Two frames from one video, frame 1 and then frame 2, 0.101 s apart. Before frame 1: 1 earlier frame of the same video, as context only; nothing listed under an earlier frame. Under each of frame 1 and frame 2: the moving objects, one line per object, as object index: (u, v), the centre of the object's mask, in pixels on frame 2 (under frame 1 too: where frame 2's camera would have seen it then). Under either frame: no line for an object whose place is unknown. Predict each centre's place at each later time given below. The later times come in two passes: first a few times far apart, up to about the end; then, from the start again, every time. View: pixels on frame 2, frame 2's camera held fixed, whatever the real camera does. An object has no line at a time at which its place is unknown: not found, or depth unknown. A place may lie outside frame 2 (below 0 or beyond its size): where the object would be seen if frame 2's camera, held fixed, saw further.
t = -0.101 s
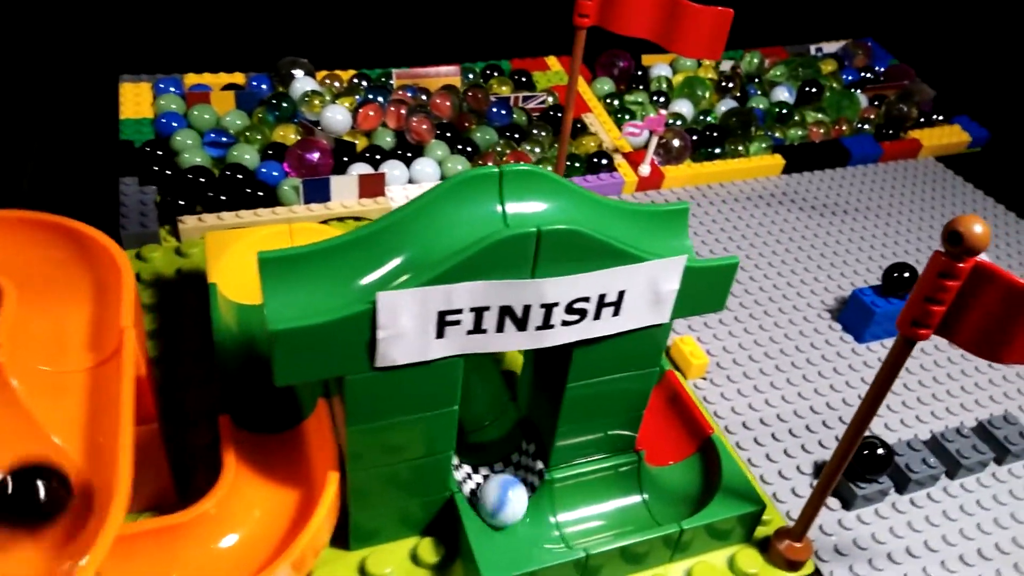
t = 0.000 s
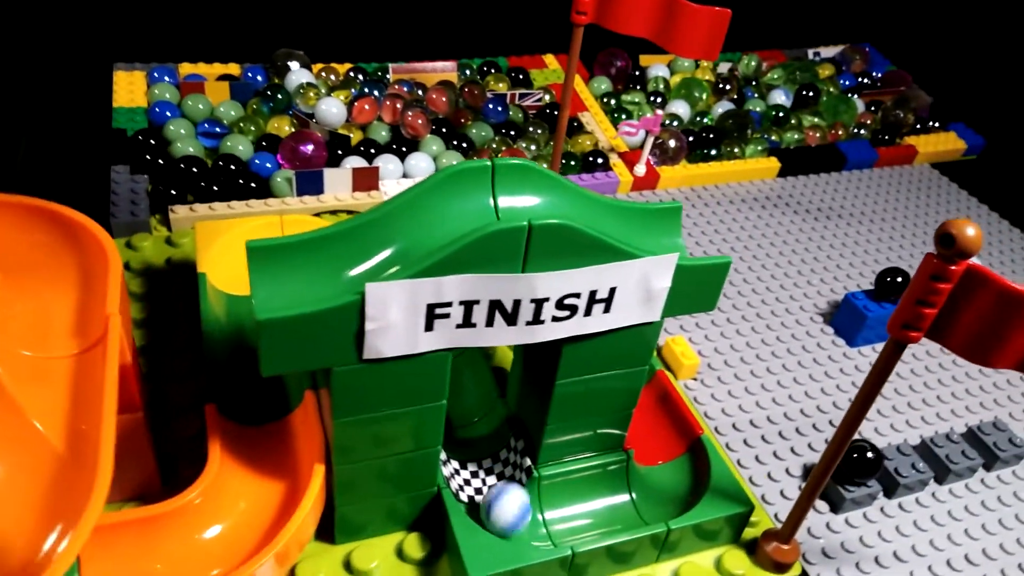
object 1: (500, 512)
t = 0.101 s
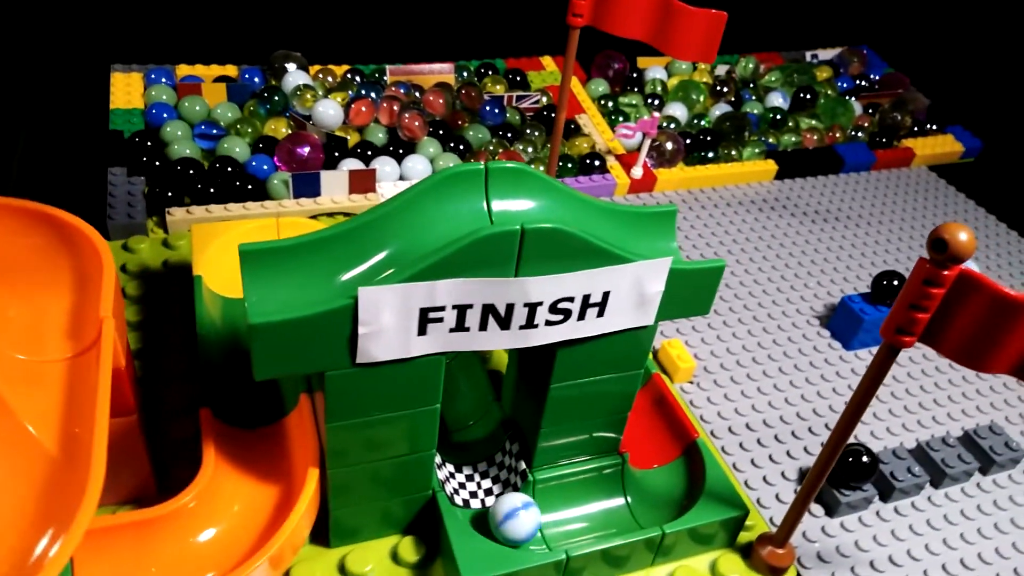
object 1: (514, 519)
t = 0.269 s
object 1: (527, 521)
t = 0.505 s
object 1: (526, 523)
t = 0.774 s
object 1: (499, 512)
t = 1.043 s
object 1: (479, 481)
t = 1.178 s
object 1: (470, 462)
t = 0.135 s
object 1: (519, 519)
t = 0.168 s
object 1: (522, 521)
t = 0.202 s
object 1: (524, 524)
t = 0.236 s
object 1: (526, 524)
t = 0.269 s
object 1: (527, 521)
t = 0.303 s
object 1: (529, 519)
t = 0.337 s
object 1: (529, 522)
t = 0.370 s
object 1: (529, 524)
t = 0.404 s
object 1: (529, 523)
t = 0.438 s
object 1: (528, 521)
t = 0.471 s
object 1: (527, 521)
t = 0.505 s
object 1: (526, 523)
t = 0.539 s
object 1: (524, 524)
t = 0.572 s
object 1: (523, 522)
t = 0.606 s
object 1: (519, 520)
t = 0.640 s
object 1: (516, 519)
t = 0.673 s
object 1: (511, 520)
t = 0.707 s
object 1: (506, 519)
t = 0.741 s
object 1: (502, 516)
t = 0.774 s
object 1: (499, 512)
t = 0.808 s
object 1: (496, 508)
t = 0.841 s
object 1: (490, 506)
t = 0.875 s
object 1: (486, 502)
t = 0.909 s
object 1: (485, 498)
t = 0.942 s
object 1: (485, 494)
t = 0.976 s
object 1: (484, 490)
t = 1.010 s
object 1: (481, 486)
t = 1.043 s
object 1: (479, 481)
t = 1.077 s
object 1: (479, 475)
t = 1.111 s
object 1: (477, 471)
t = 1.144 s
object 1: (472, 467)
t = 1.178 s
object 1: (470, 462)
